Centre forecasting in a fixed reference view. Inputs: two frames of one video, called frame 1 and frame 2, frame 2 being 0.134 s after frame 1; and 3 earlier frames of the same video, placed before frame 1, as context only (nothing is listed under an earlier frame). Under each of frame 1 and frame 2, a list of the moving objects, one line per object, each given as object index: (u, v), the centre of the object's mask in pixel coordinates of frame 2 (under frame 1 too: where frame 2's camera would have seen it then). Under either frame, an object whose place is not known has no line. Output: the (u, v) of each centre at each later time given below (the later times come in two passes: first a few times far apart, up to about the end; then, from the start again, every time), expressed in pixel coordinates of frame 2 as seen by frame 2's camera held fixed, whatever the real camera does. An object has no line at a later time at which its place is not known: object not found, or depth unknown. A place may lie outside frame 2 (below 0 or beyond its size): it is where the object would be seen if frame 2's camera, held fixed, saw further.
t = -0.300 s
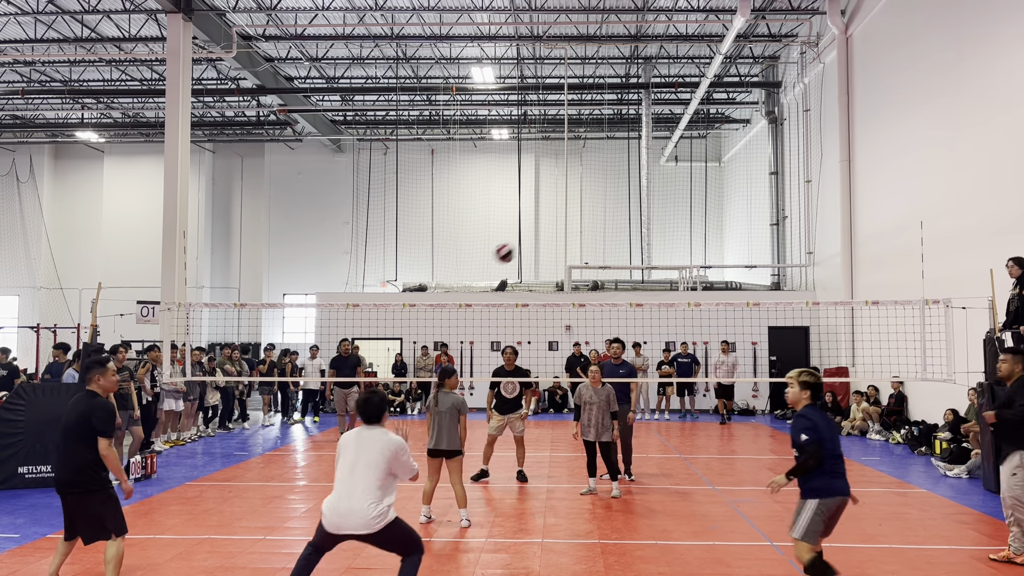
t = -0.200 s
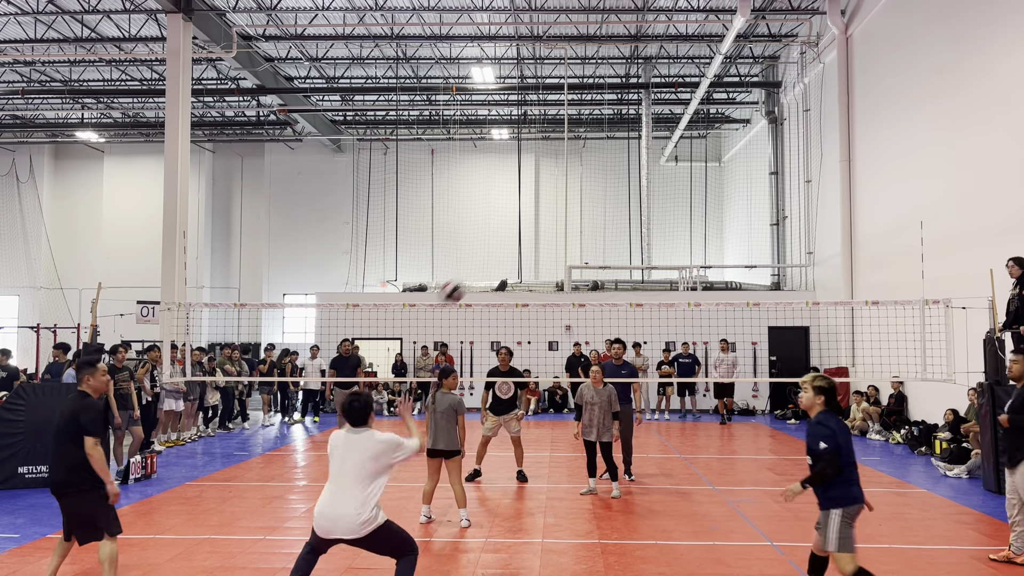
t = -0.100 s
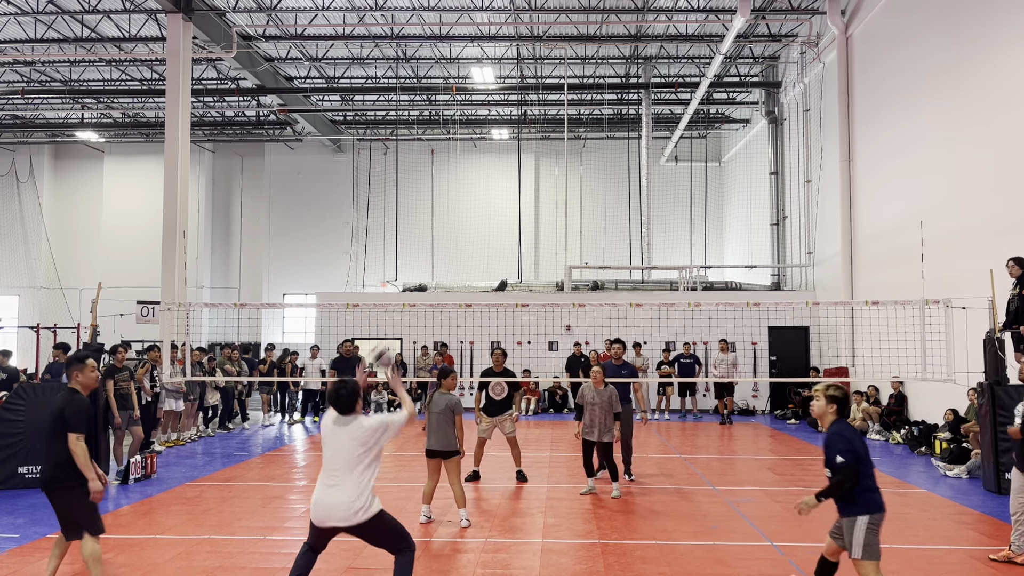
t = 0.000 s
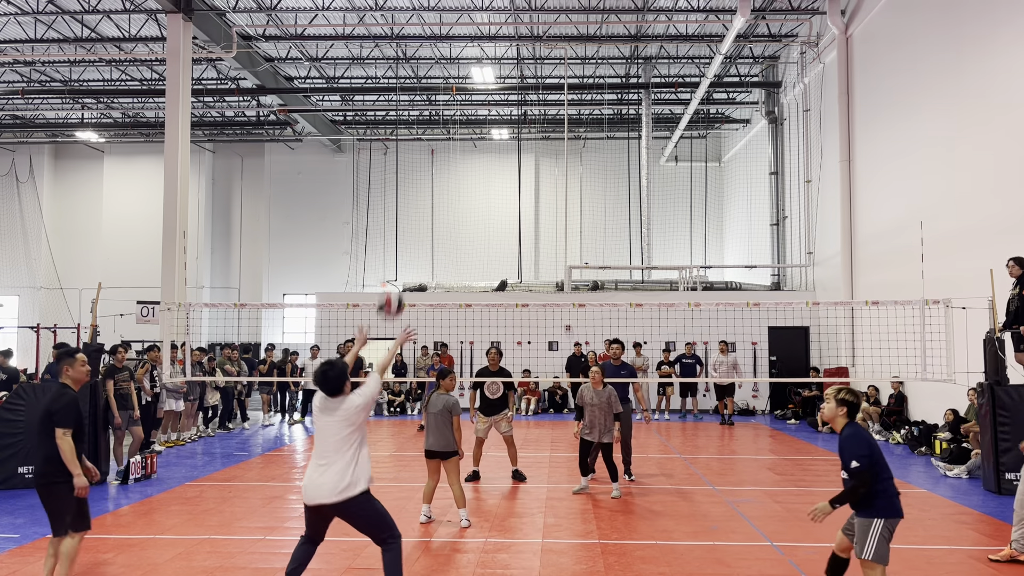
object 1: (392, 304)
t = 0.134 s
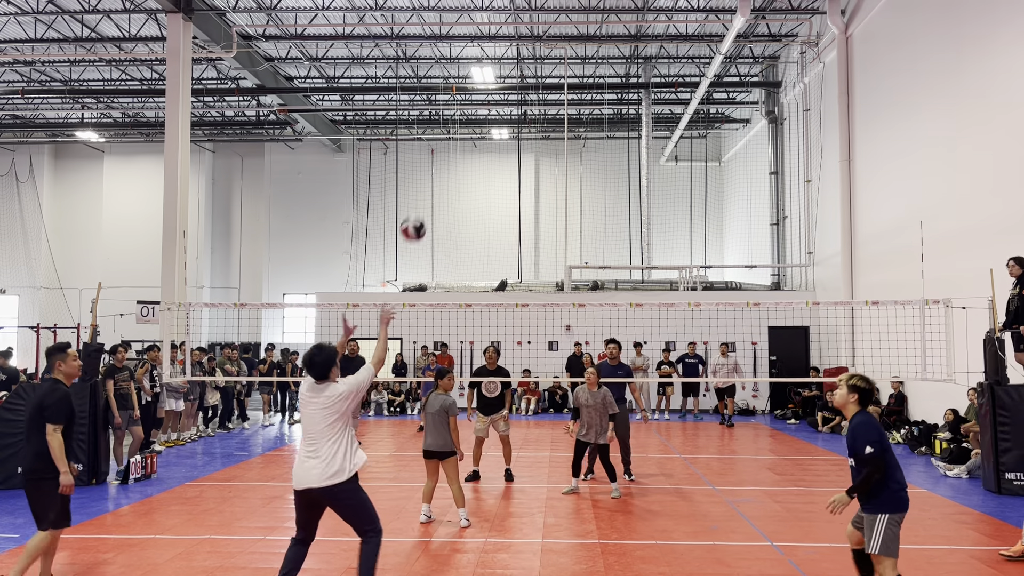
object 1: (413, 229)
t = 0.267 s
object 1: (433, 184)
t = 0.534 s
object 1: (465, 167)
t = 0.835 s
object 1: (494, 227)
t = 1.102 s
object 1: (514, 332)
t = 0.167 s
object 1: (418, 216)
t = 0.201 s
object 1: (423, 204)
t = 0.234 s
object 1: (428, 193)
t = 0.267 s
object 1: (433, 184)
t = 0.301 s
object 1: (438, 178)
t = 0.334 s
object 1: (442, 172)
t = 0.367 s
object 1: (446, 168)
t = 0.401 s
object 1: (450, 166)
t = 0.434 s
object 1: (454, 164)
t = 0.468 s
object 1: (458, 164)
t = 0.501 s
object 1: (461, 165)
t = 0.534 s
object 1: (465, 167)
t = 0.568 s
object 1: (469, 171)
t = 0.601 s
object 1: (472, 175)
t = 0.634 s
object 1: (476, 180)
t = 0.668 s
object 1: (479, 185)
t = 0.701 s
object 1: (482, 192)
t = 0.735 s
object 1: (485, 200)
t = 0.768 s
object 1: (488, 208)
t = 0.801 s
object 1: (491, 218)
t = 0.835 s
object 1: (494, 227)
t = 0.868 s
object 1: (496, 238)
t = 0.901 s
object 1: (499, 250)
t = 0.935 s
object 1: (502, 262)
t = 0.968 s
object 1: (505, 275)
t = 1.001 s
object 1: (507, 290)
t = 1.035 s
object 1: (510, 303)
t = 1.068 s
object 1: (512, 318)
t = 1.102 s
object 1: (514, 332)
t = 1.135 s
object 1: (517, 349)
